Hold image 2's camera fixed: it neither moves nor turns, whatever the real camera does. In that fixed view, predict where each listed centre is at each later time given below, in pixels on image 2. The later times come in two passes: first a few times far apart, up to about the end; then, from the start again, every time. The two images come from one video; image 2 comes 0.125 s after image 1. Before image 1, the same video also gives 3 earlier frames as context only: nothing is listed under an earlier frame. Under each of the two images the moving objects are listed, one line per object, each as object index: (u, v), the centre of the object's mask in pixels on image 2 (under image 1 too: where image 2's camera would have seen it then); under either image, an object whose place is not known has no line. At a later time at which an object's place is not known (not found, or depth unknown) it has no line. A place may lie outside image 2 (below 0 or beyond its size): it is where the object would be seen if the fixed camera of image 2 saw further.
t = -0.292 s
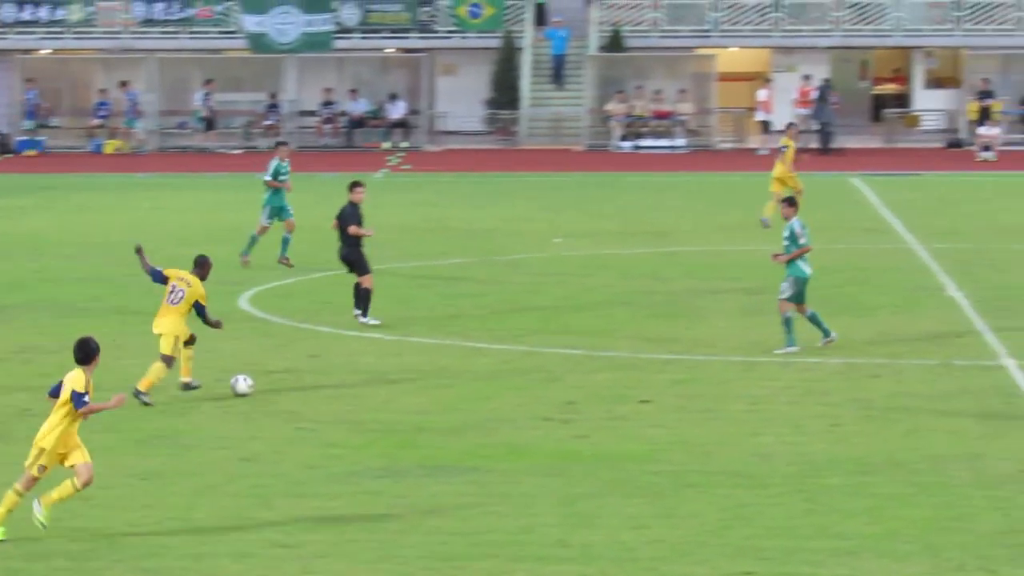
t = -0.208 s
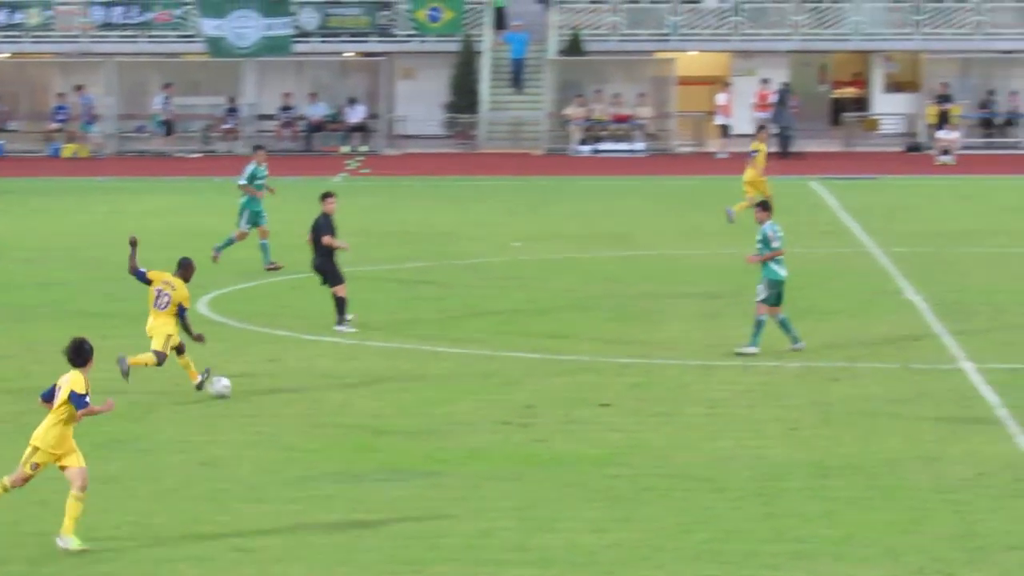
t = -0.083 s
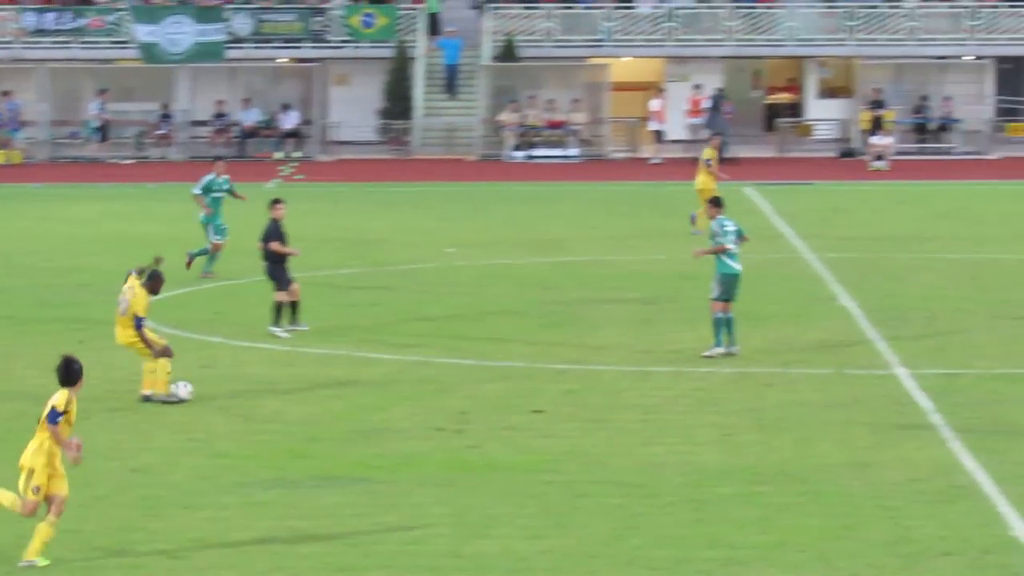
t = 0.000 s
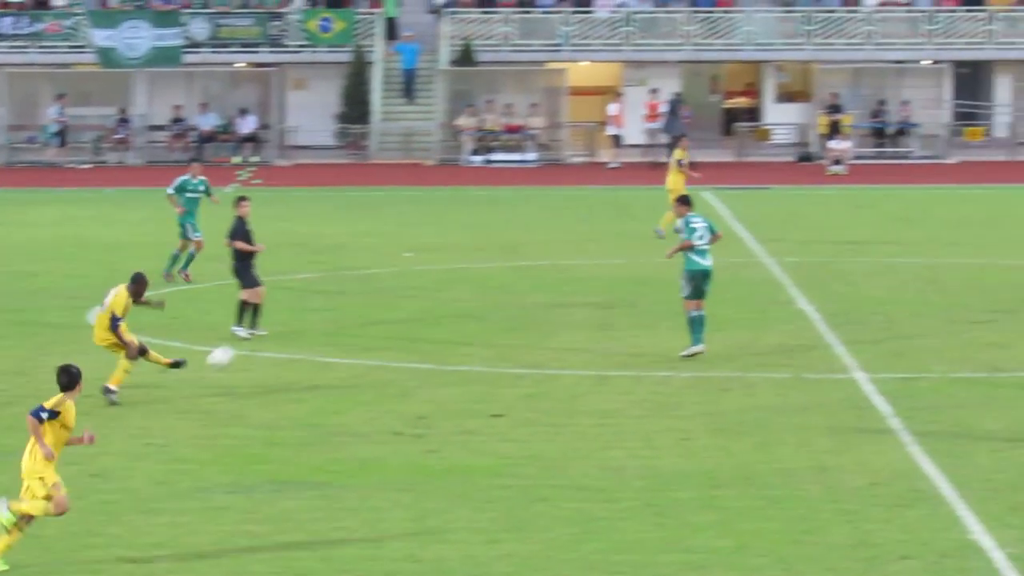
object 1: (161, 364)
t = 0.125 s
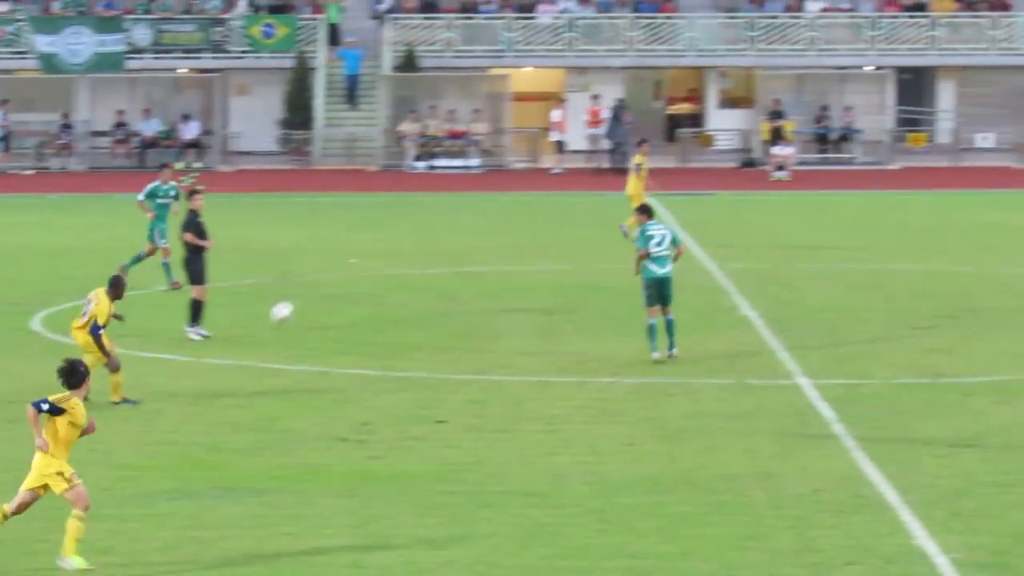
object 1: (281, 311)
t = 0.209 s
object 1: (348, 287)
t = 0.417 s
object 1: (473, 259)
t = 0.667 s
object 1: (571, 268)
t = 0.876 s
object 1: (620, 247)
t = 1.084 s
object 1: (654, 232)
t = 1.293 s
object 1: (677, 234)
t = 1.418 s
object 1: (688, 219)
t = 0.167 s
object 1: (316, 298)
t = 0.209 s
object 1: (348, 287)
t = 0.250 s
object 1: (377, 278)
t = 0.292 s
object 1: (404, 271)
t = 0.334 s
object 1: (429, 266)
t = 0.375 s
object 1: (452, 261)
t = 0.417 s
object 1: (473, 259)
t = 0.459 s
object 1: (493, 257)
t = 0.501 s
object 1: (510, 258)
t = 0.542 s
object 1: (527, 259)
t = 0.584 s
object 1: (543, 261)
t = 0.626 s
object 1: (557, 264)
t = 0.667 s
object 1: (571, 268)
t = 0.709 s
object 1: (583, 274)
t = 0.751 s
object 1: (594, 274)
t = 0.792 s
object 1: (602, 263)
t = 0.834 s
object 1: (611, 254)
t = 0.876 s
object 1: (620, 247)
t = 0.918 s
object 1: (627, 241)
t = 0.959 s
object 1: (635, 236)
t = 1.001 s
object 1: (641, 234)
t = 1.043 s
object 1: (648, 232)
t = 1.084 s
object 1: (654, 232)
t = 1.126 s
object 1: (659, 233)
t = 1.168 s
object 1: (664, 236)
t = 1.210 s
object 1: (669, 240)
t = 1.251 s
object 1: (674, 243)
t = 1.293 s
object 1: (677, 234)
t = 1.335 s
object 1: (681, 228)
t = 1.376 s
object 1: (685, 223)
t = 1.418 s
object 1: (688, 219)
